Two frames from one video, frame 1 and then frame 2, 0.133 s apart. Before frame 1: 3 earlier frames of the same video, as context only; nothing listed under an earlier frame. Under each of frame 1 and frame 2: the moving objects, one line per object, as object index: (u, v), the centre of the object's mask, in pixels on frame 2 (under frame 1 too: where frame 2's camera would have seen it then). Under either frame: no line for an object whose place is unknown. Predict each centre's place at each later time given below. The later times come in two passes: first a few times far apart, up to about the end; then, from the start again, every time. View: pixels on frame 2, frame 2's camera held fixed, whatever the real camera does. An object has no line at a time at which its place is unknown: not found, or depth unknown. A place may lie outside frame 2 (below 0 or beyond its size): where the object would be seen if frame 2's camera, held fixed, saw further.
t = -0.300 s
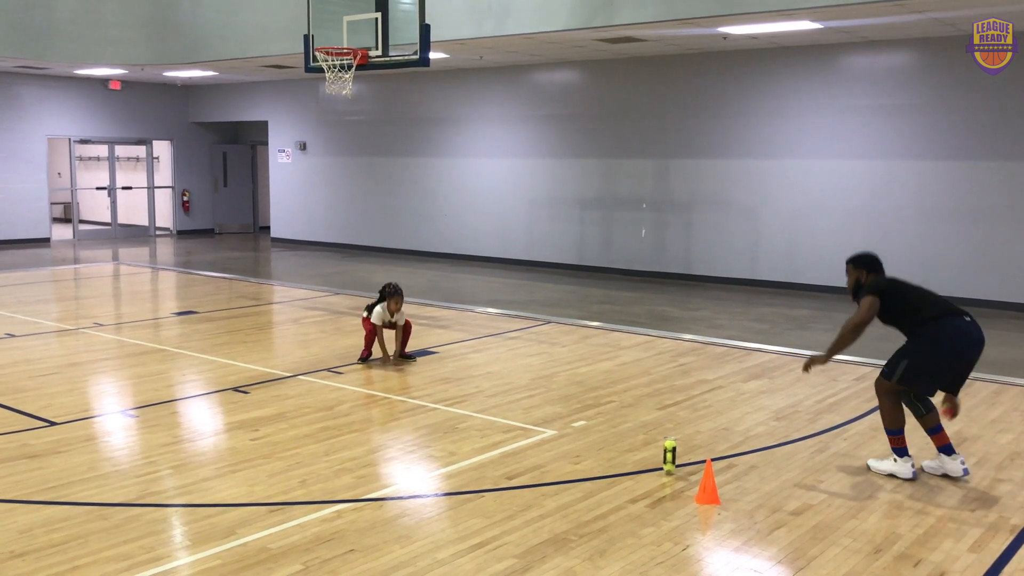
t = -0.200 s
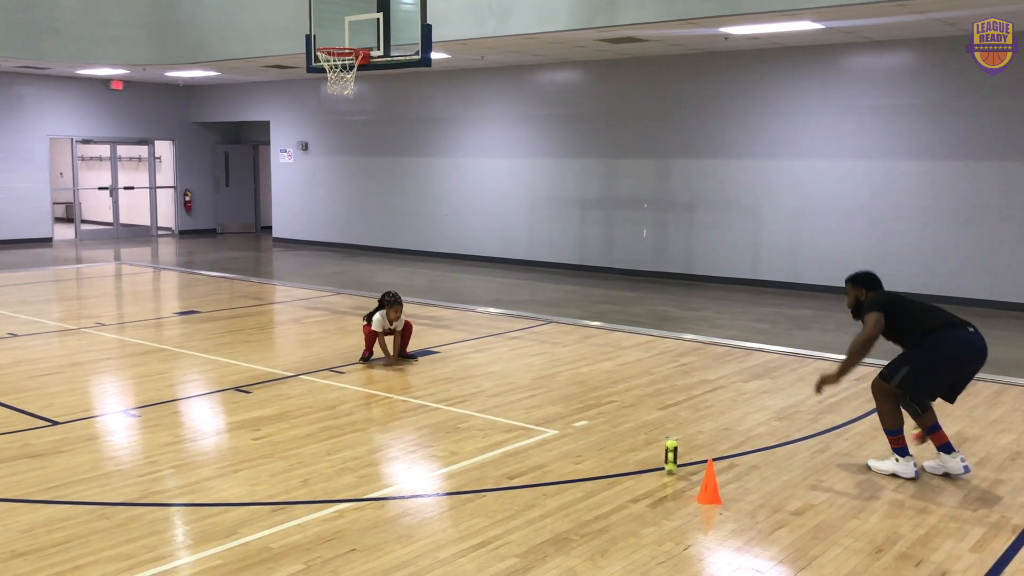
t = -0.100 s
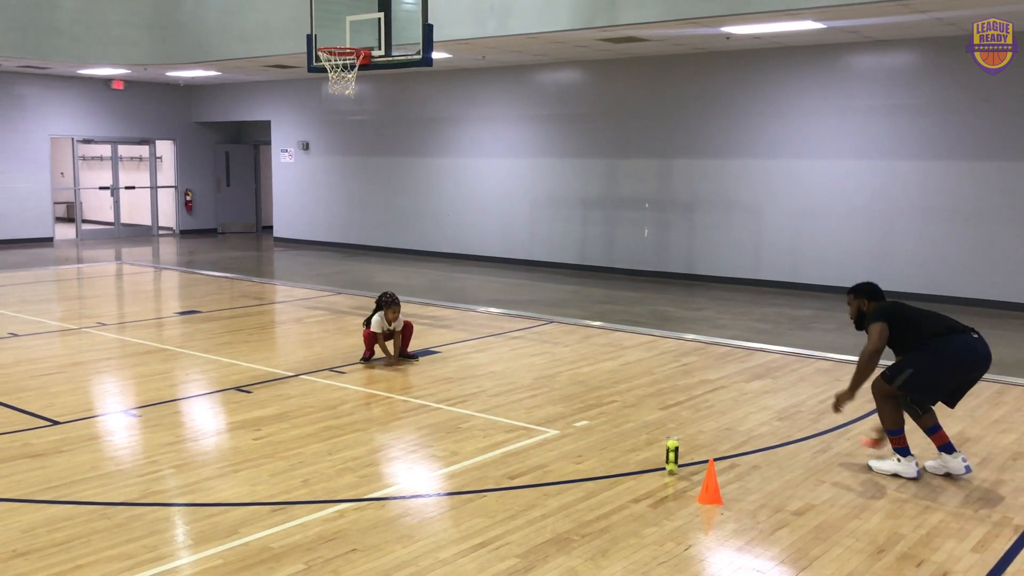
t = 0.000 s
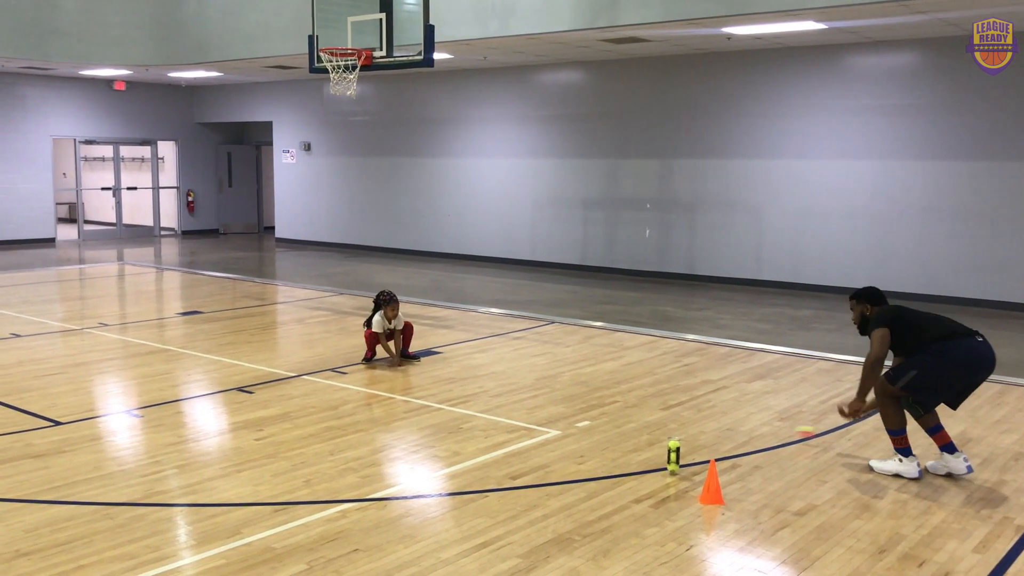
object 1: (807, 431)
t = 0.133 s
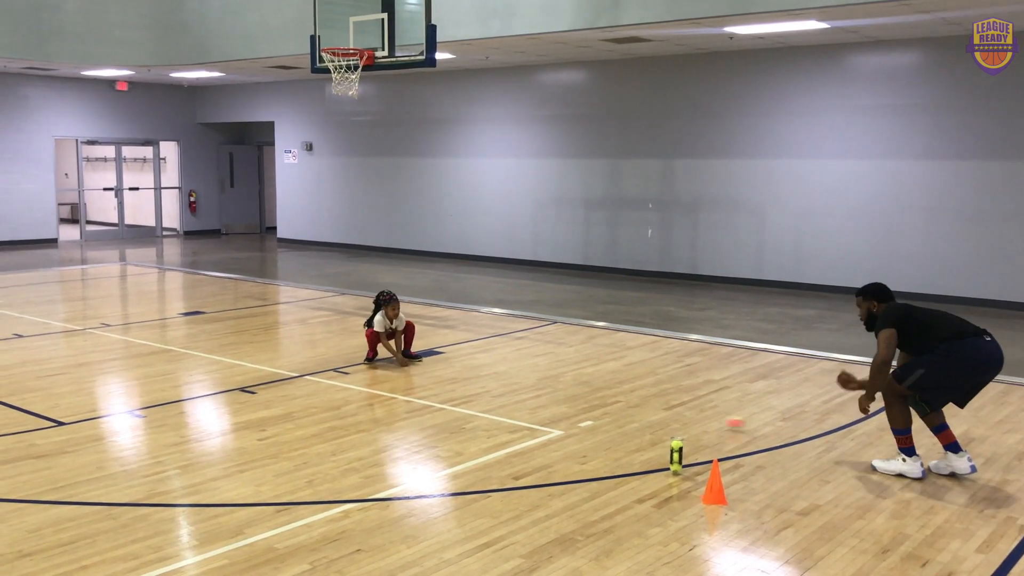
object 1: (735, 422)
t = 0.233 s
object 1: (688, 416)
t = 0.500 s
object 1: (590, 397)
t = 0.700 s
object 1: (525, 388)
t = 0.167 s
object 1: (718, 420)
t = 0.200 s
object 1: (702, 420)
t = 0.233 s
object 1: (688, 416)
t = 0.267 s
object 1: (674, 412)
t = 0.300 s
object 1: (663, 411)
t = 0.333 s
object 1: (650, 410)
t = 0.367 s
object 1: (637, 407)
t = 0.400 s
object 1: (623, 405)
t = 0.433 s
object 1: (612, 403)
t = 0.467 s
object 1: (600, 399)
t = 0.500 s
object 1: (590, 397)
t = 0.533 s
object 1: (578, 395)
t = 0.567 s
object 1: (567, 395)
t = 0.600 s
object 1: (556, 393)
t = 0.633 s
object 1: (546, 390)
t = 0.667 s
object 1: (536, 389)
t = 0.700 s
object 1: (525, 388)
